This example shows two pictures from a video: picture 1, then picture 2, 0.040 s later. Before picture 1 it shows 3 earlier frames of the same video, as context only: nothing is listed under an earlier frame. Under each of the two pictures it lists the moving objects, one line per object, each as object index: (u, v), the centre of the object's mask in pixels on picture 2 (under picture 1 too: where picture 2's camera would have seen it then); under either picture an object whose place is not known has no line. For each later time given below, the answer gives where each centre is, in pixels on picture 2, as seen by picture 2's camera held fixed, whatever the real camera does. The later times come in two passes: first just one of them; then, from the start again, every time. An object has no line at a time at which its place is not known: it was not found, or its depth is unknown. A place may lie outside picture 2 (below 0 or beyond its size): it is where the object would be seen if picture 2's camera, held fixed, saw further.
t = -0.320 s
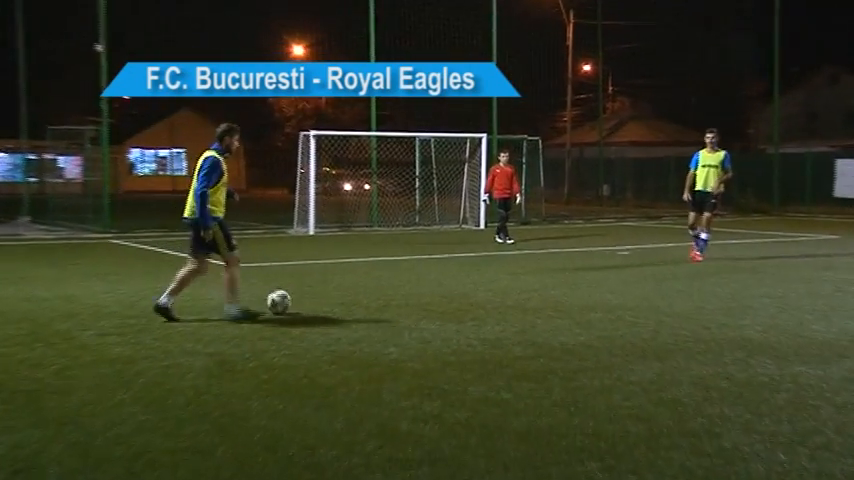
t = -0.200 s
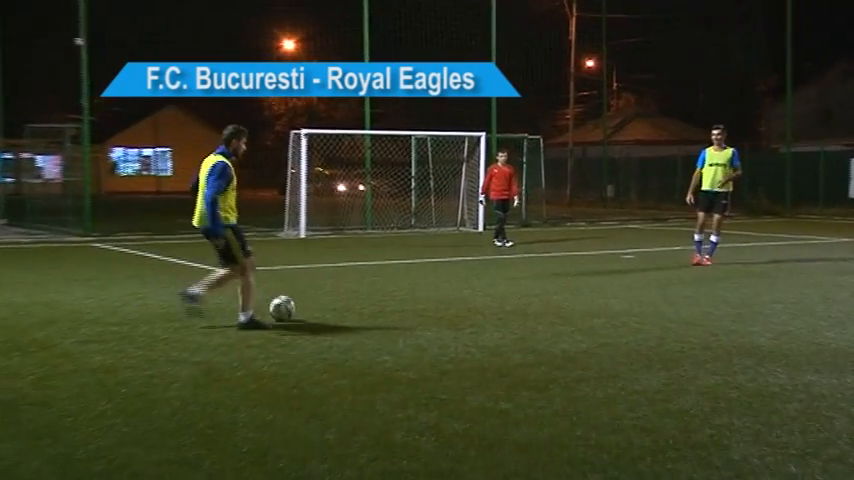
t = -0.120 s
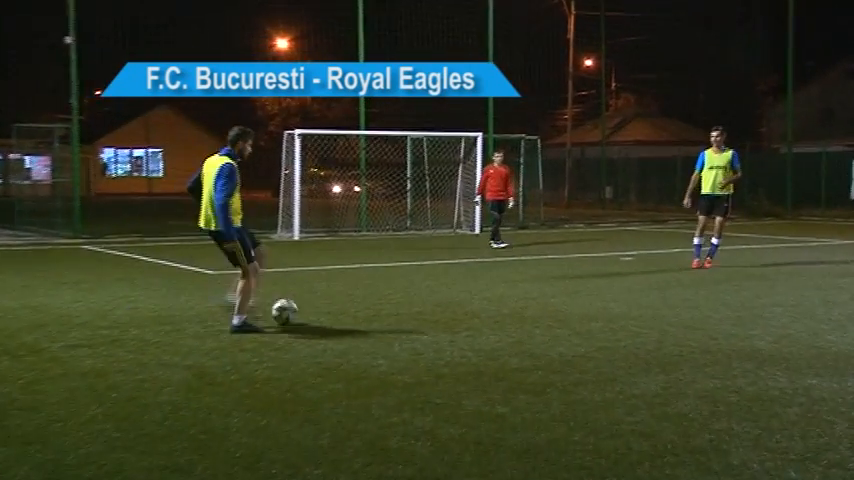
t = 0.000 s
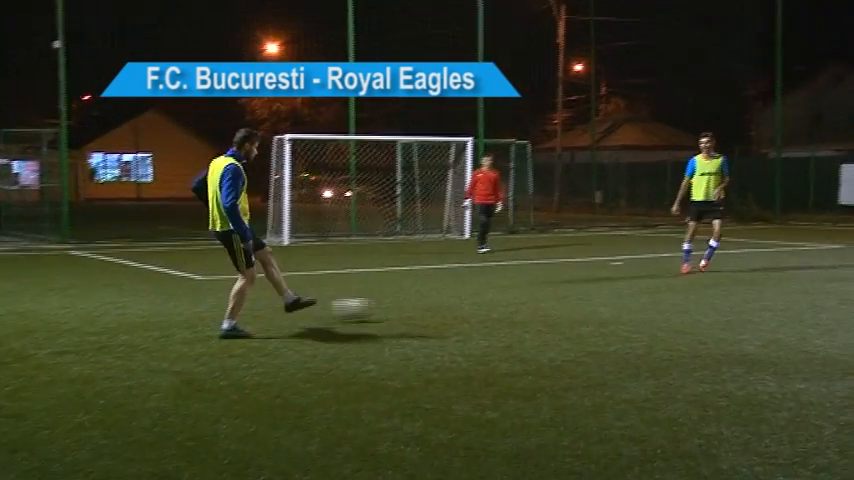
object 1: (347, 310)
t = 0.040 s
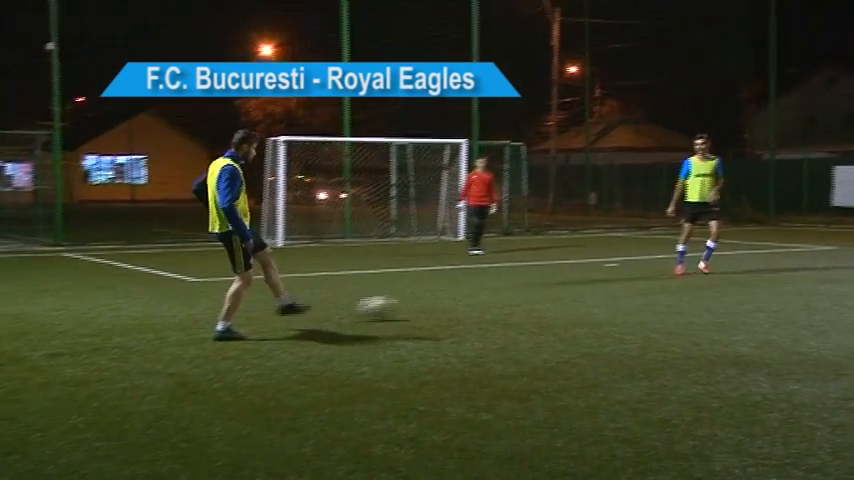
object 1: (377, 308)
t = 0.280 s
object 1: (516, 293)
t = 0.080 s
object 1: (403, 303)
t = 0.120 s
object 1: (429, 301)
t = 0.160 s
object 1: (455, 300)
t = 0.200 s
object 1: (477, 298)
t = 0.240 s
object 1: (498, 296)
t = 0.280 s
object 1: (516, 293)
